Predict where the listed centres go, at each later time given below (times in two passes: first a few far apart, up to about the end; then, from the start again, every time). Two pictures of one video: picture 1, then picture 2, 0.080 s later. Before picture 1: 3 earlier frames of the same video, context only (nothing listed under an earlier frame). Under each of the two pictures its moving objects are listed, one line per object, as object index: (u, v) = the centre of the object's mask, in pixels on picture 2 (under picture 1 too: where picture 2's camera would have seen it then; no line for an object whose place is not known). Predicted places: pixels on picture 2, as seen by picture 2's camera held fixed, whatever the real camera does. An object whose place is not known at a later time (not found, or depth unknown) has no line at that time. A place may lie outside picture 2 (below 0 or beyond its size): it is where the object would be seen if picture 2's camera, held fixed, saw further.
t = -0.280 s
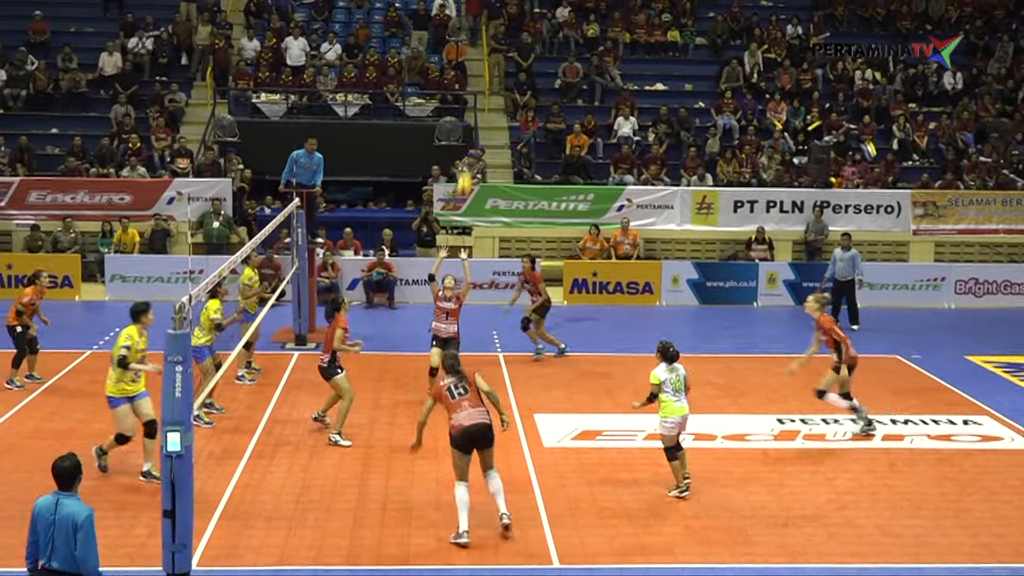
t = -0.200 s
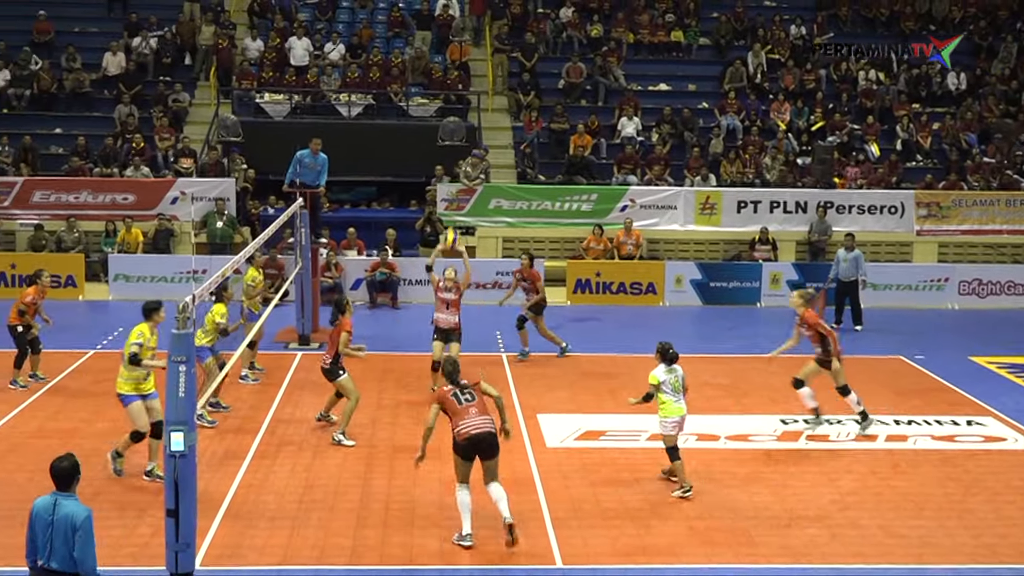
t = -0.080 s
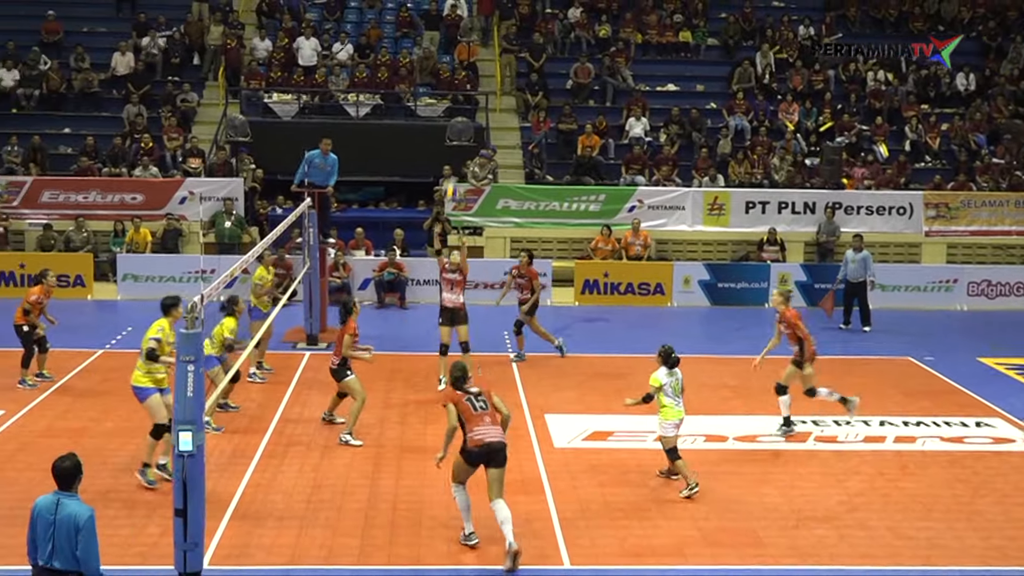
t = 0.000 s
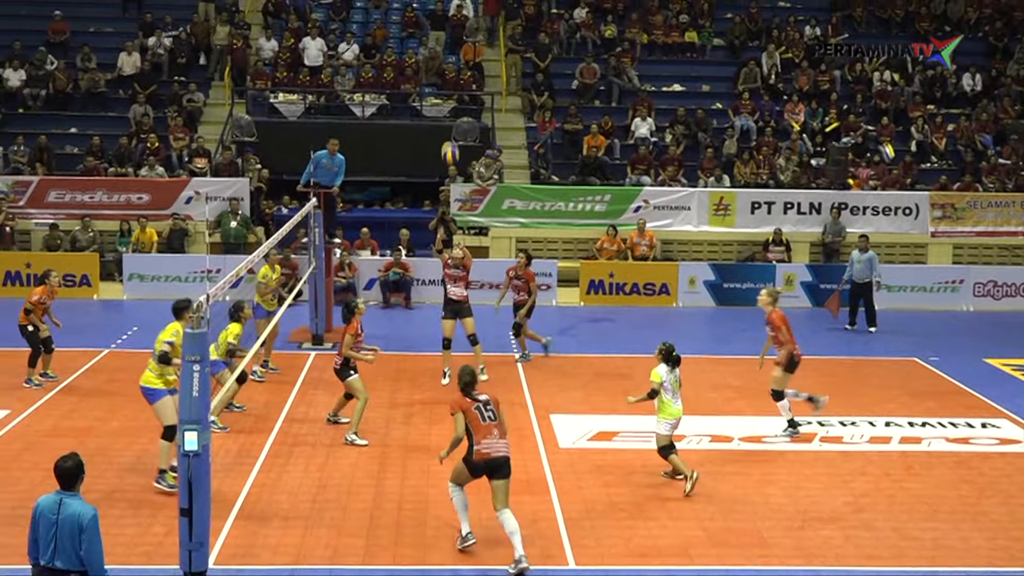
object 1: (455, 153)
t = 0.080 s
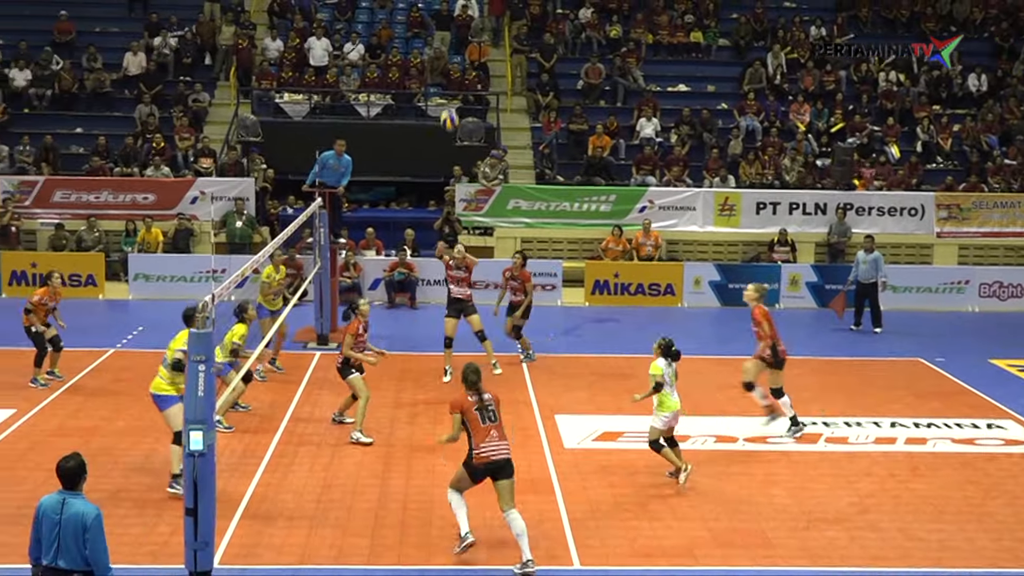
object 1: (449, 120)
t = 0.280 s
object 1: (435, 53)
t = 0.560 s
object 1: (413, 22)
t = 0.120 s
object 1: (447, 103)
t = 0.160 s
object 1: (444, 89)
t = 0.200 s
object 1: (441, 76)
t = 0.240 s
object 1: (438, 64)
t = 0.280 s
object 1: (435, 53)
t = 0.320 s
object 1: (432, 45)
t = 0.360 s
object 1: (429, 38)
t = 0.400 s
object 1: (426, 31)
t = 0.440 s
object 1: (422, 27)
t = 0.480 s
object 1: (419, 24)
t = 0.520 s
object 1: (416, 23)
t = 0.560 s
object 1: (413, 22)
